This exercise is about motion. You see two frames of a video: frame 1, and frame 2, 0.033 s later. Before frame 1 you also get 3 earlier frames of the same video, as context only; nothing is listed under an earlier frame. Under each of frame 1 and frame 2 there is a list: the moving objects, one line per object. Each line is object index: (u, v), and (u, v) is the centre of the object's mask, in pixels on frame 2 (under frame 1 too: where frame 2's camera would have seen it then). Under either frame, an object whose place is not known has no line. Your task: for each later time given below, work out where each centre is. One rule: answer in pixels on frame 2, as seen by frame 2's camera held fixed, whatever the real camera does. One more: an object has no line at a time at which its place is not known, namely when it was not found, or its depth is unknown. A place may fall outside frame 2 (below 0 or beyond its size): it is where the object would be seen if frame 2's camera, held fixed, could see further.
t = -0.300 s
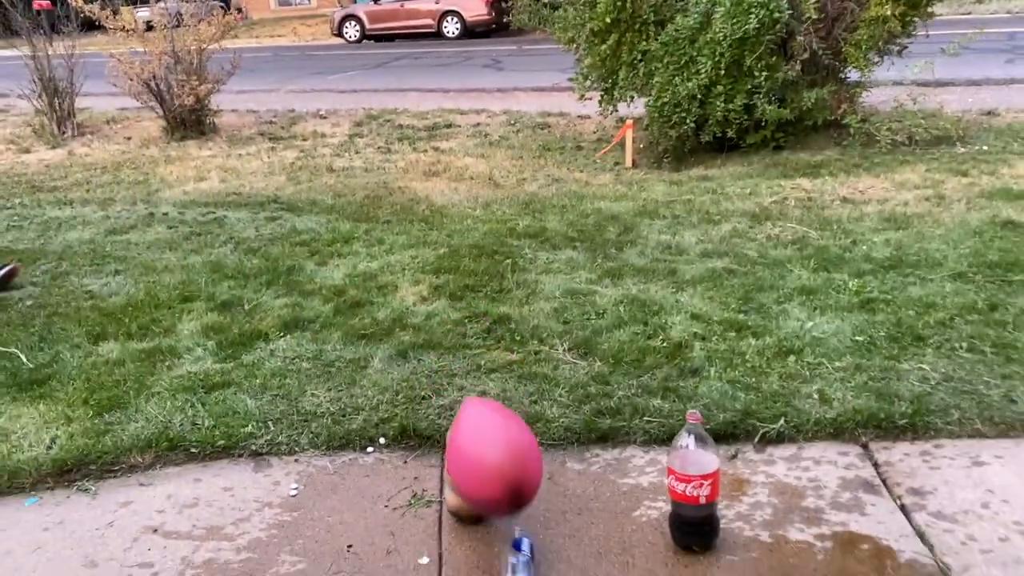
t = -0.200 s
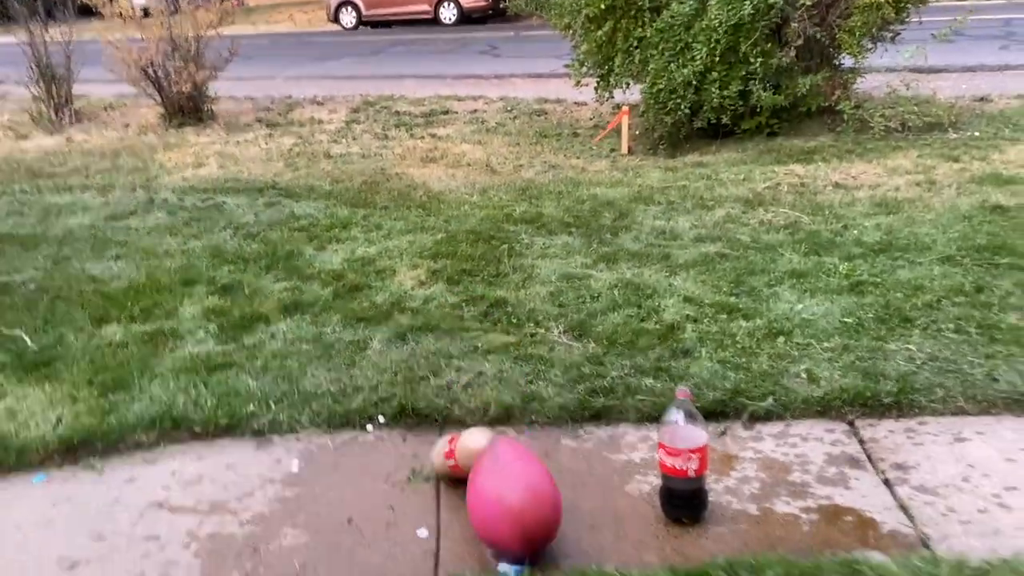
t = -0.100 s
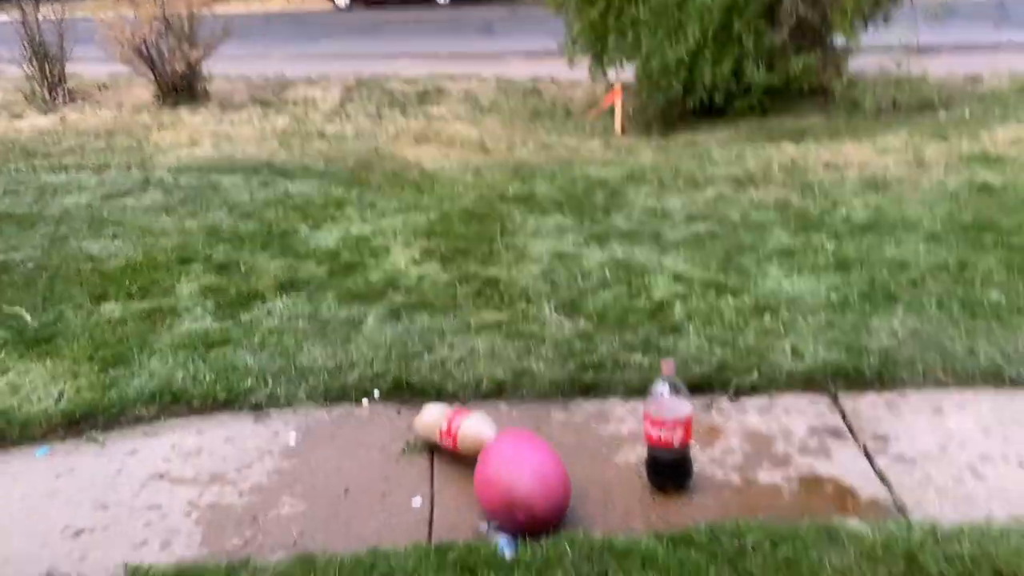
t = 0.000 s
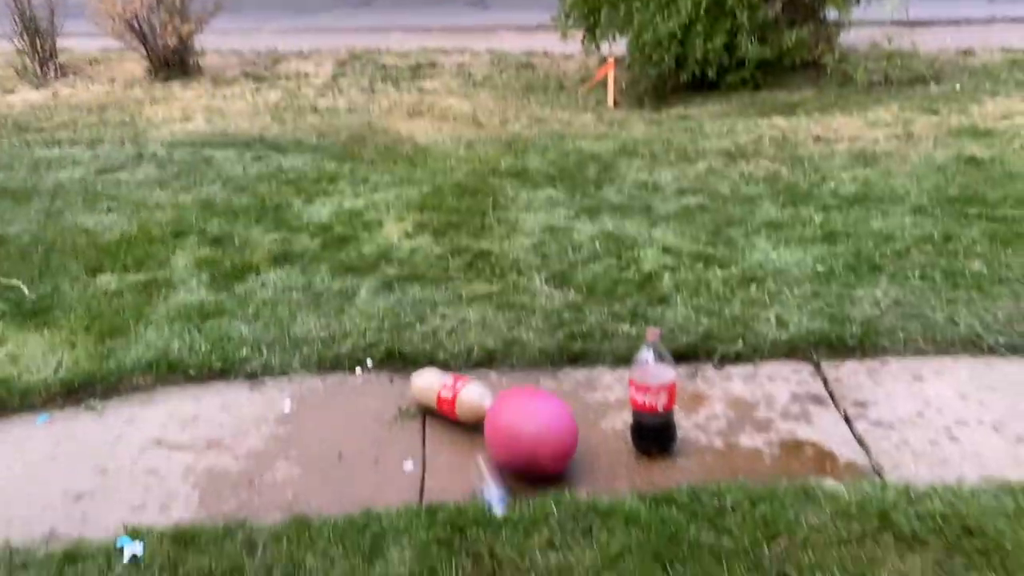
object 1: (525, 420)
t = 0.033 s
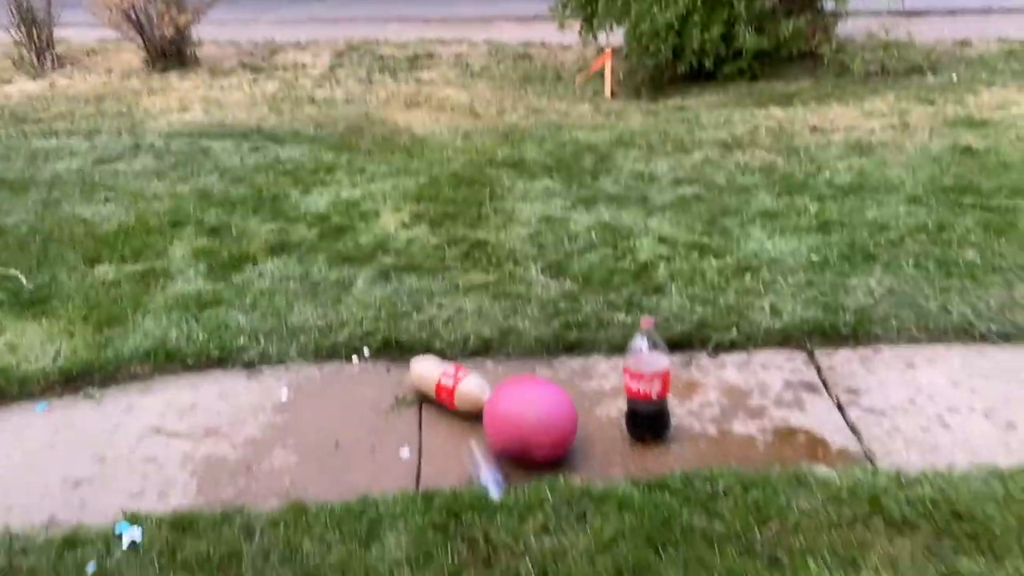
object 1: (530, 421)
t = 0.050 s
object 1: (531, 420)
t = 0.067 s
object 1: (533, 417)
